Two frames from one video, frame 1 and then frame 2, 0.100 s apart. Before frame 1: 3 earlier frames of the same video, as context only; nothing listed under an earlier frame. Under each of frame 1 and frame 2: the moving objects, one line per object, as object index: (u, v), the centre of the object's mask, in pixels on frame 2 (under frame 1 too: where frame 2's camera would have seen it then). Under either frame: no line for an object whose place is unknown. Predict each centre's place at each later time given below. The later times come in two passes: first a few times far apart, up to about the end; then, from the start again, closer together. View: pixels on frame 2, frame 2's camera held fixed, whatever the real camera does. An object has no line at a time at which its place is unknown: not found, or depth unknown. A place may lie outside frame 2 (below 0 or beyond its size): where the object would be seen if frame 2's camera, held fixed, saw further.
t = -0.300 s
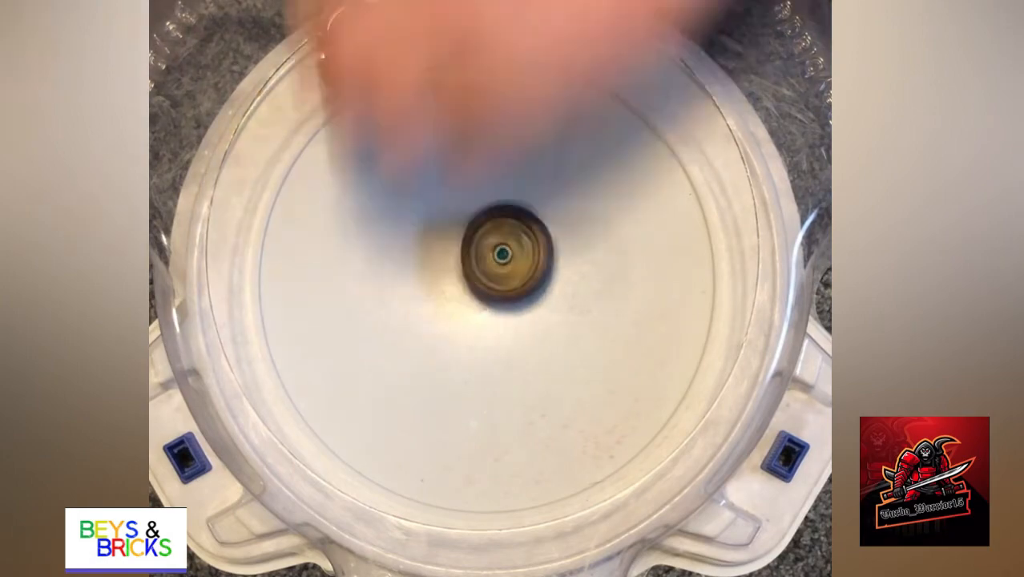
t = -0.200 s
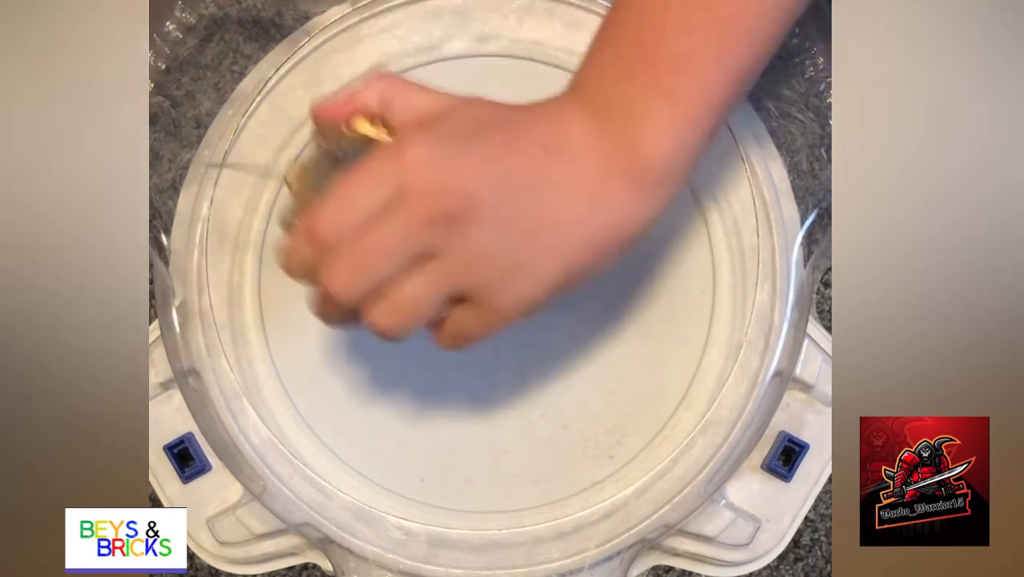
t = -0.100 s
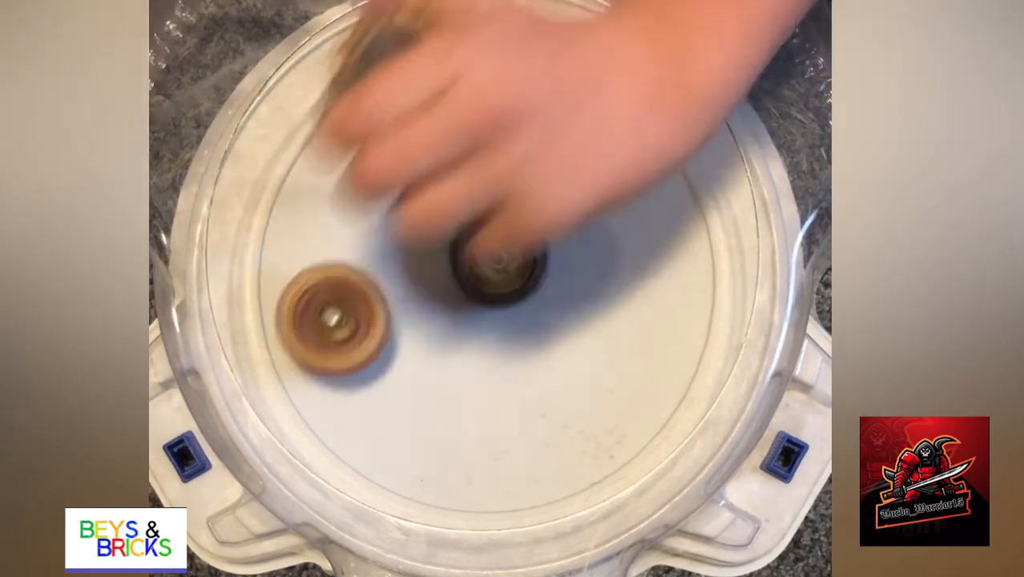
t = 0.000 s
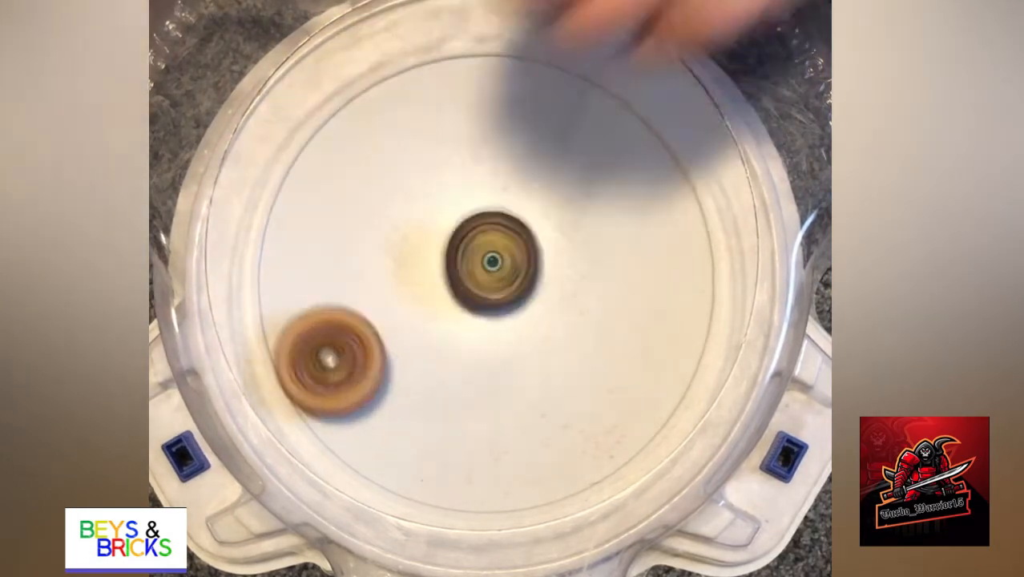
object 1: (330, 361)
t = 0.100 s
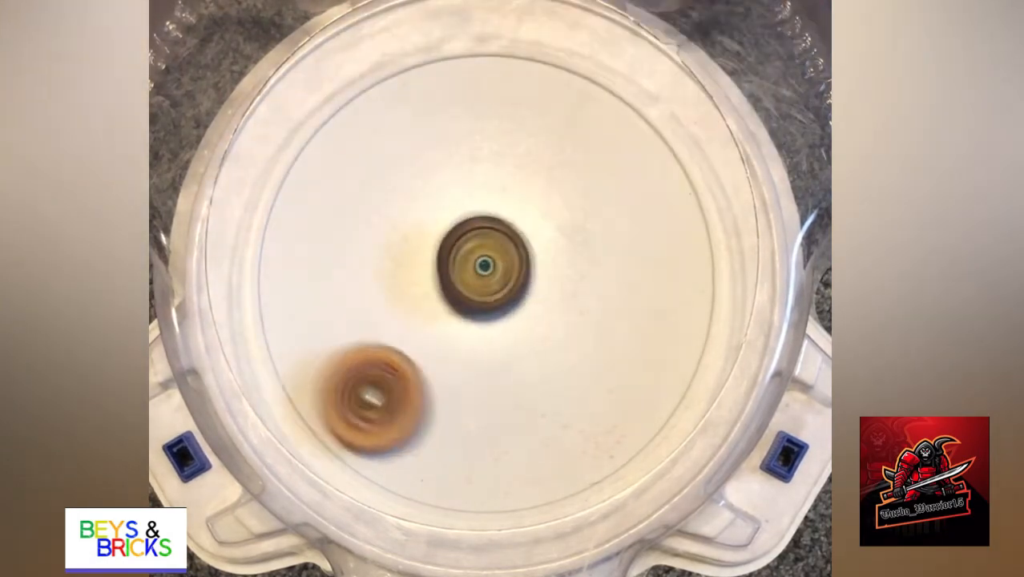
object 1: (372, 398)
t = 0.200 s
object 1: (458, 424)
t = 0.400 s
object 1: (607, 302)
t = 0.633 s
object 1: (479, 71)
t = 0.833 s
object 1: (265, 246)
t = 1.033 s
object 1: (574, 471)
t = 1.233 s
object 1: (494, 50)
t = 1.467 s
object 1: (309, 326)
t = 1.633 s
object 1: (575, 392)
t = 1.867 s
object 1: (743, 186)
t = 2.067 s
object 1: (527, 73)
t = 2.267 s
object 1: (317, 257)
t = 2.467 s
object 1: (411, 476)
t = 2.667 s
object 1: (657, 408)
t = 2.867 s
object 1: (551, 68)
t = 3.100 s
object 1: (277, 370)
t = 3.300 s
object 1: (667, 391)
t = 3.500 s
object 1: (511, 53)
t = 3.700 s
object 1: (264, 325)
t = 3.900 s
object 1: (608, 451)
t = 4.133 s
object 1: (581, 72)
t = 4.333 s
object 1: (264, 215)
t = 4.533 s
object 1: (481, 496)
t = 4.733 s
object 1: (706, 271)
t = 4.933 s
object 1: (550, 57)
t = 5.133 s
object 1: (302, 145)
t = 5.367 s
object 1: (321, 419)
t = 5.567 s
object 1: (526, 459)
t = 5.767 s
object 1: (626, 281)
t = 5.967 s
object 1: (529, 146)
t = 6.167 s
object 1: (391, 179)
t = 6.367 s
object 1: (385, 317)
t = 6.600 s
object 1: (496, 363)
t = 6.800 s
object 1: (515, 316)
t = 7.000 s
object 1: (490, 278)
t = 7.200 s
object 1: (455, 349)
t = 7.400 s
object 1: (449, 398)
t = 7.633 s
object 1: (451, 513)
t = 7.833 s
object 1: (482, 482)
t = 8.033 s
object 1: (496, 404)
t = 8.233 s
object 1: (458, 410)
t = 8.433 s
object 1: (442, 334)
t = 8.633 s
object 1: (431, 397)
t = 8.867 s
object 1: (450, 361)
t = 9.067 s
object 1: (470, 336)
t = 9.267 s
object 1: (483, 333)
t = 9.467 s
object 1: (487, 320)
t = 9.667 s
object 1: (476, 347)
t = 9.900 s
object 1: (482, 343)
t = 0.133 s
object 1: (395, 409)
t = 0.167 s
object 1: (424, 418)
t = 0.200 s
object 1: (458, 424)
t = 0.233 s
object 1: (491, 422)
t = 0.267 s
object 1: (523, 412)
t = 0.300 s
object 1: (553, 394)
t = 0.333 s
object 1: (577, 368)
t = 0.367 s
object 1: (596, 338)
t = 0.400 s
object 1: (607, 302)
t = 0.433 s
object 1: (611, 266)
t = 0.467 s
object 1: (607, 227)
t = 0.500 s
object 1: (595, 189)
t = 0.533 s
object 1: (576, 154)
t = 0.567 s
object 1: (551, 122)
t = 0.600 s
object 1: (518, 94)
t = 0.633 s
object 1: (479, 71)
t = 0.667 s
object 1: (437, 58)
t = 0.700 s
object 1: (394, 63)
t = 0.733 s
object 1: (351, 95)
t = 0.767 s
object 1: (312, 137)
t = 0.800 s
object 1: (277, 188)
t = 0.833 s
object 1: (265, 246)
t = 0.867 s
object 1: (271, 318)
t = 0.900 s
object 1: (294, 379)
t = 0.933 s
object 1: (345, 441)
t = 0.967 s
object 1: (417, 479)
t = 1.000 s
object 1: (493, 496)
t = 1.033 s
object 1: (574, 471)
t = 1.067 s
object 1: (647, 420)
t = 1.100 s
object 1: (693, 343)
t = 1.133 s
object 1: (708, 253)
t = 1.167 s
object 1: (675, 157)
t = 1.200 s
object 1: (599, 80)
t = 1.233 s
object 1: (494, 50)
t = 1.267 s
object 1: (397, 72)
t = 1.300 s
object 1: (306, 126)
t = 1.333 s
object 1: (218, 181)
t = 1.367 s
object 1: (200, 232)
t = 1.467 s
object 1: (309, 326)
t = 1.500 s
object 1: (363, 355)
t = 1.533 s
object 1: (413, 375)
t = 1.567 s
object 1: (470, 388)
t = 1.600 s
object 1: (522, 395)
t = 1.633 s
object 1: (575, 392)
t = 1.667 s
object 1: (625, 385)
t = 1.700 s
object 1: (666, 369)
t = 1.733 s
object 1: (701, 346)
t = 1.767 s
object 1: (722, 312)
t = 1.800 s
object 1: (733, 273)
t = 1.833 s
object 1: (739, 230)
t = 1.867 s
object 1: (743, 186)
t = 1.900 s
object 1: (737, 141)
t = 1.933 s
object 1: (717, 94)
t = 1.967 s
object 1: (680, 58)
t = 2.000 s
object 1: (631, 55)
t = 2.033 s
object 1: (578, 62)
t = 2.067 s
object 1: (527, 73)
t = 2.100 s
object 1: (478, 89)
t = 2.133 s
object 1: (431, 111)
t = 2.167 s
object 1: (392, 139)
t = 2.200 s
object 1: (359, 173)
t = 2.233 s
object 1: (330, 215)
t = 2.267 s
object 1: (317, 257)
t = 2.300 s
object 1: (311, 300)
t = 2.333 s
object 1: (313, 341)
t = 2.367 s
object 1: (326, 382)
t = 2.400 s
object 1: (345, 418)
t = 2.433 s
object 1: (375, 451)
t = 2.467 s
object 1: (411, 476)
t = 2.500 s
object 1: (448, 498)
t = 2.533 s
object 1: (490, 507)
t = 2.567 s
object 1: (533, 502)
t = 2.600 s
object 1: (579, 479)
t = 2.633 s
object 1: (619, 448)
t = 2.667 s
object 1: (657, 408)
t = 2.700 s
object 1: (688, 351)
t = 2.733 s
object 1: (701, 292)
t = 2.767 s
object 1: (695, 224)
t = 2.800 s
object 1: (668, 156)
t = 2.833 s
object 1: (617, 104)
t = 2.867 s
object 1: (551, 68)
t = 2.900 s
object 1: (478, 54)
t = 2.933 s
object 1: (409, 67)
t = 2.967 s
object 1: (343, 100)
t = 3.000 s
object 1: (295, 152)
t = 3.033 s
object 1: (263, 216)
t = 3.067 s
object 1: (259, 297)
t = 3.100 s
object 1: (277, 370)
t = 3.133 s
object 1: (332, 437)
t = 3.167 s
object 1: (398, 486)
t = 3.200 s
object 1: (472, 501)
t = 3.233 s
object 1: (547, 487)
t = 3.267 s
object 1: (616, 447)
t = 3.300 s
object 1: (667, 391)
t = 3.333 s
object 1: (694, 325)
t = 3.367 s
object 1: (700, 253)
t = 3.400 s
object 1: (680, 177)
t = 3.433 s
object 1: (634, 119)
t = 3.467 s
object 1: (577, 76)
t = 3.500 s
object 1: (511, 53)
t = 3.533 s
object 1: (445, 53)
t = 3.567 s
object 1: (382, 75)
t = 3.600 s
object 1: (323, 116)
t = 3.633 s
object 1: (277, 174)
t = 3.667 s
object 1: (258, 248)
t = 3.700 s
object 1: (264, 325)
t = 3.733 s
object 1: (294, 396)
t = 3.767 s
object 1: (350, 454)
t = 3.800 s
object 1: (413, 489)
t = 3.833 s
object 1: (482, 498)
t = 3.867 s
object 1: (552, 484)
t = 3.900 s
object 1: (608, 451)
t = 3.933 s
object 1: (660, 399)
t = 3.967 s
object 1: (691, 338)
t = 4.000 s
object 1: (702, 277)
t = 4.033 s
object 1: (694, 211)
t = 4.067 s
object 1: (670, 152)
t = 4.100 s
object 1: (630, 104)
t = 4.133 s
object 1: (581, 72)
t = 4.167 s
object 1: (523, 52)
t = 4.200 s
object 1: (465, 50)
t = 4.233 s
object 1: (404, 62)
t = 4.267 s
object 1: (346, 97)
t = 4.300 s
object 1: (290, 151)
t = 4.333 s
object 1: (264, 215)
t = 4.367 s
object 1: (260, 288)
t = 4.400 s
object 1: (276, 356)
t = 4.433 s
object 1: (314, 412)
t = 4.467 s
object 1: (361, 455)
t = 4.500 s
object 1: (419, 487)
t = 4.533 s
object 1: (481, 496)
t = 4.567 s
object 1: (541, 483)
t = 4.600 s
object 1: (596, 459)
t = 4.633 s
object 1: (644, 419)
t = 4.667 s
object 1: (676, 376)
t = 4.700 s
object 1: (698, 322)
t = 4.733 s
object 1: (706, 271)
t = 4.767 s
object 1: (701, 222)
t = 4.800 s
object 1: (687, 174)
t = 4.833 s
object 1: (662, 133)
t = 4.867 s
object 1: (631, 100)
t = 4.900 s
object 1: (592, 74)
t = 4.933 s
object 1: (550, 57)
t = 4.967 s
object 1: (505, 49)
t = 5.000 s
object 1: (460, 49)
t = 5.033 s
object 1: (417, 55)
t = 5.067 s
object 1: (372, 78)
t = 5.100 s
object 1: (331, 107)
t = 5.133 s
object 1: (302, 145)
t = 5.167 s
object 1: (275, 185)
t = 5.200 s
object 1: (263, 231)
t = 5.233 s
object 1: (261, 278)
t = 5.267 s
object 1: (265, 319)
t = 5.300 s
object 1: (278, 358)
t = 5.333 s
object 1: (298, 392)
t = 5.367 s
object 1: (321, 419)
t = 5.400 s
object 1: (351, 446)
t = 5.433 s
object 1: (384, 463)
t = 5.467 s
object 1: (417, 473)
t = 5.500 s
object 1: (456, 477)
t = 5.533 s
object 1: (493, 473)
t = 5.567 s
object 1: (526, 459)
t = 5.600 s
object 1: (556, 440)
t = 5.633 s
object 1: (582, 415)
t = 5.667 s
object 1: (604, 383)
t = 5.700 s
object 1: (618, 349)
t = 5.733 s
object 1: (624, 315)
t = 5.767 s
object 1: (626, 281)
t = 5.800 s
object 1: (621, 247)
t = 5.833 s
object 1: (611, 218)
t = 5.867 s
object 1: (595, 193)
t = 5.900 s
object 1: (576, 173)
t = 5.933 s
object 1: (555, 157)
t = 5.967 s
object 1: (529, 146)
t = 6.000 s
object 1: (505, 140)
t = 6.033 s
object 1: (481, 139)
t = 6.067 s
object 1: (457, 143)
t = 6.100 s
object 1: (434, 151)
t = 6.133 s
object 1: (411, 163)
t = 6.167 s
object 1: (391, 179)
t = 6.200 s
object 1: (376, 199)
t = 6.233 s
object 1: (364, 223)
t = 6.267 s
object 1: (361, 249)
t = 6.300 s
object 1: (363, 273)
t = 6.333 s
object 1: (372, 296)
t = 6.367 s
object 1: (385, 317)
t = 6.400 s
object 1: (390, 339)
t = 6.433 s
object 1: (400, 356)
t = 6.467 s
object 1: (415, 370)
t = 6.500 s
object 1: (433, 377)
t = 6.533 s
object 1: (454, 379)
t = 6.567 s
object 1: (475, 374)
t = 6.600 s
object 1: (496, 363)
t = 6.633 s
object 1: (512, 350)
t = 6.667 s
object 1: (522, 339)
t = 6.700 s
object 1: (525, 337)
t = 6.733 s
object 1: (525, 332)
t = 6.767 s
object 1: (521, 324)
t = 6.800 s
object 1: (515, 316)
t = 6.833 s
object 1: (509, 308)
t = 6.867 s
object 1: (503, 300)
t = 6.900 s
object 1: (499, 293)
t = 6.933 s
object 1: (495, 288)
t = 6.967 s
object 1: (492, 282)
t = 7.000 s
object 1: (490, 278)
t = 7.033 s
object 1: (489, 276)
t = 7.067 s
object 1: (485, 284)
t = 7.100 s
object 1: (476, 301)
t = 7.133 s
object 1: (467, 319)
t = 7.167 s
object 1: (459, 336)
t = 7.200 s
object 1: (455, 349)
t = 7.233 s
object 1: (452, 357)
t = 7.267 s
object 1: (451, 360)
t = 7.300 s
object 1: (453, 360)
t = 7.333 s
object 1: (458, 356)
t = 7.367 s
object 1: (464, 354)
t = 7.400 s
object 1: (449, 398)
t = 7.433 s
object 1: (436, 445)
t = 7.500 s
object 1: (424, 497)
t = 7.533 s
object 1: (431, 503)
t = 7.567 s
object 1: (437, 509)
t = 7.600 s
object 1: (444, 512)
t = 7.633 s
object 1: (451, 513)
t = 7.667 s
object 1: (458, 512)
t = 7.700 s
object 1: (464, 509)
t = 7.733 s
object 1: (469, 506)
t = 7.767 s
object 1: (472, 501)
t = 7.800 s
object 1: (477, 494)
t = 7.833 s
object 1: (482, 482)
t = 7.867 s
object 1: (488, 468)
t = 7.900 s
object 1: (493, 451)
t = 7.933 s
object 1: (496, 432)
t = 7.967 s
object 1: (498, 412)
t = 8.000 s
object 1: (499, 392)
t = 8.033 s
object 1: (496, 404)
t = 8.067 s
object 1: (490, 419)
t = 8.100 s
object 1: (485, 425)
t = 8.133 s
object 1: (478, 427)
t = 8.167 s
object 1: (471, 425)
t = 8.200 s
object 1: (464, 419)
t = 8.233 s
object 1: (458, 410)
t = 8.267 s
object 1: (453, 400)
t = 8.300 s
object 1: (449, 387)
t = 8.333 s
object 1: (446, 373)
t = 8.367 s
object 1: (444, 359)
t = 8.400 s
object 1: (443, 346)
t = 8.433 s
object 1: (442, 334)
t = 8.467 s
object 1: (443, 322)
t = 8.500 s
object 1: (442, 316)
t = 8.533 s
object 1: (436, 341)
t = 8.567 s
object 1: (432, 367)
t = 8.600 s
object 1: (431, 386)
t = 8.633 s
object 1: (431, 397)
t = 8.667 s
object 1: (433, 402)
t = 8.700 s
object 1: (434, 402)
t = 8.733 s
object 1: (436, 398)
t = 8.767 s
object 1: (439, 391)
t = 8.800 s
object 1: (442, 382)
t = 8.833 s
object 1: (446, 372)
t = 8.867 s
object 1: (450, 361)
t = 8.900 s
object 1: (456, 351)
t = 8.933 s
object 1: (462, 341)
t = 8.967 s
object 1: (468, 331)
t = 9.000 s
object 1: (472, 323)
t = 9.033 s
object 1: (471, 330)
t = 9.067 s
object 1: (470, 336)
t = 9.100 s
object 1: (471, 338)
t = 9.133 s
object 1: (473, 339)
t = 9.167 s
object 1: (475, 339)
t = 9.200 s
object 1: (478, 337)
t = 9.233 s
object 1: (480, 335)
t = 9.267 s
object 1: (483, 333)
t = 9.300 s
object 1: (485, 330)
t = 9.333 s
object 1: (487, 326)
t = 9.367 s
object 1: (488, 322)
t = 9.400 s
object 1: (489, 318)
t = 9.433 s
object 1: (488, 319)
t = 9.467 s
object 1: (487, 320)
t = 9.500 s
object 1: (486, 319)
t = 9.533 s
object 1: (486, 319)
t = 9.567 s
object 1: (484, 322)
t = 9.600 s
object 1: (480, 334)
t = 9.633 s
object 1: (477, 342)
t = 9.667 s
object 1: (476, 347)
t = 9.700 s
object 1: (476, 351)
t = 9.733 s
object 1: (476, 351)
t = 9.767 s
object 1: (477, 351)
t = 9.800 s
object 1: (478, 350)
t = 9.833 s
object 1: (479, 348)
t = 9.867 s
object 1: (481, 345)
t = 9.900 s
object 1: (482, 343)
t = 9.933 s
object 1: (482, 339)
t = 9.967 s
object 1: (481, 338)
